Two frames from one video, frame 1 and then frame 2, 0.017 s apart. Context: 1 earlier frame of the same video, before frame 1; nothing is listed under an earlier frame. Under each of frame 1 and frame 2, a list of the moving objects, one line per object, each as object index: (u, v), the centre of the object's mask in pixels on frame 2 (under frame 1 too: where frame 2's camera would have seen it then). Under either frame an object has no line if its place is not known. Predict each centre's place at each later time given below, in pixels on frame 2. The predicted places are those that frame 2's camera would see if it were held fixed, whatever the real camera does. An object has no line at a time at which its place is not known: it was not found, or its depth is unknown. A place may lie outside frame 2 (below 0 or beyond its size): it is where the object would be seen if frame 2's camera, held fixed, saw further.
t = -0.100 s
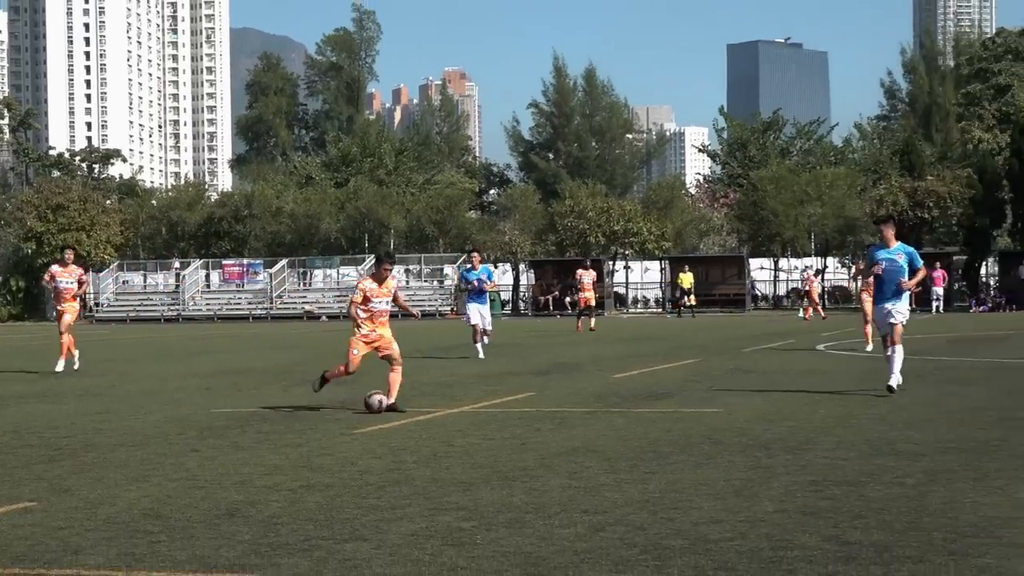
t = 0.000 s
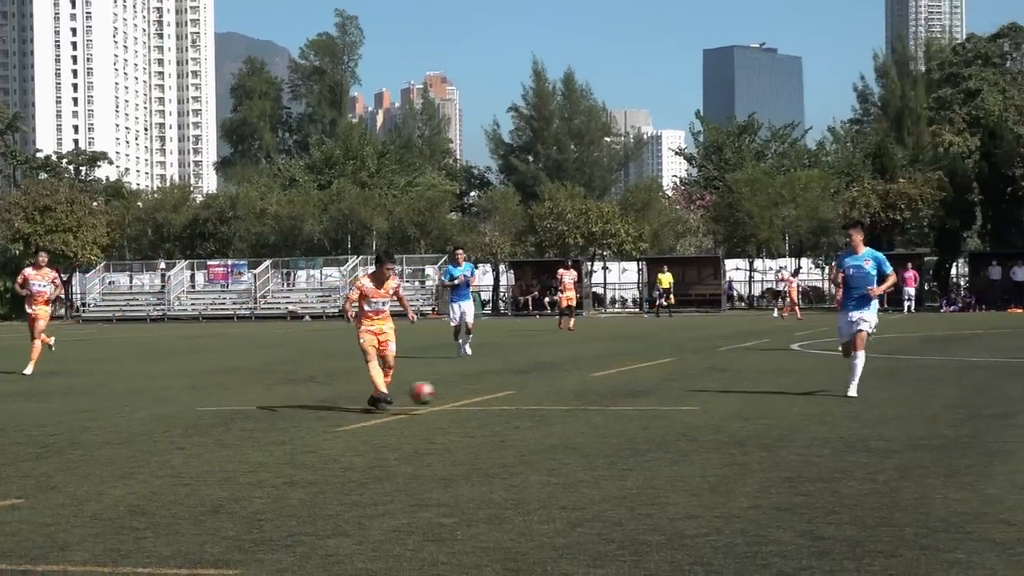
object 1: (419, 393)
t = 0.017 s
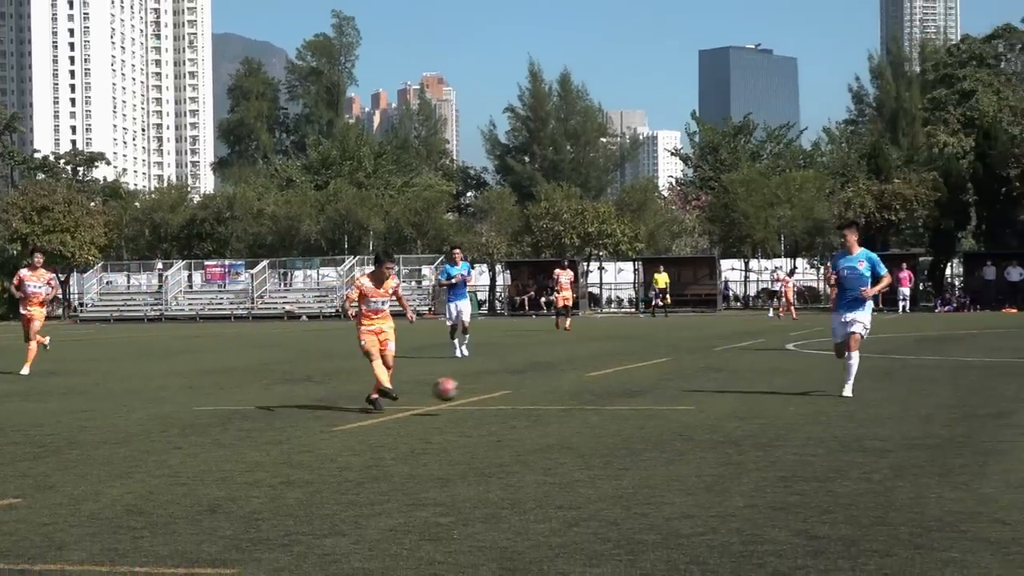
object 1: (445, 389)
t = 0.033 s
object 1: (473, 385)
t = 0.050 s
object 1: (501, 383)
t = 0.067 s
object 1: (529, 380)
